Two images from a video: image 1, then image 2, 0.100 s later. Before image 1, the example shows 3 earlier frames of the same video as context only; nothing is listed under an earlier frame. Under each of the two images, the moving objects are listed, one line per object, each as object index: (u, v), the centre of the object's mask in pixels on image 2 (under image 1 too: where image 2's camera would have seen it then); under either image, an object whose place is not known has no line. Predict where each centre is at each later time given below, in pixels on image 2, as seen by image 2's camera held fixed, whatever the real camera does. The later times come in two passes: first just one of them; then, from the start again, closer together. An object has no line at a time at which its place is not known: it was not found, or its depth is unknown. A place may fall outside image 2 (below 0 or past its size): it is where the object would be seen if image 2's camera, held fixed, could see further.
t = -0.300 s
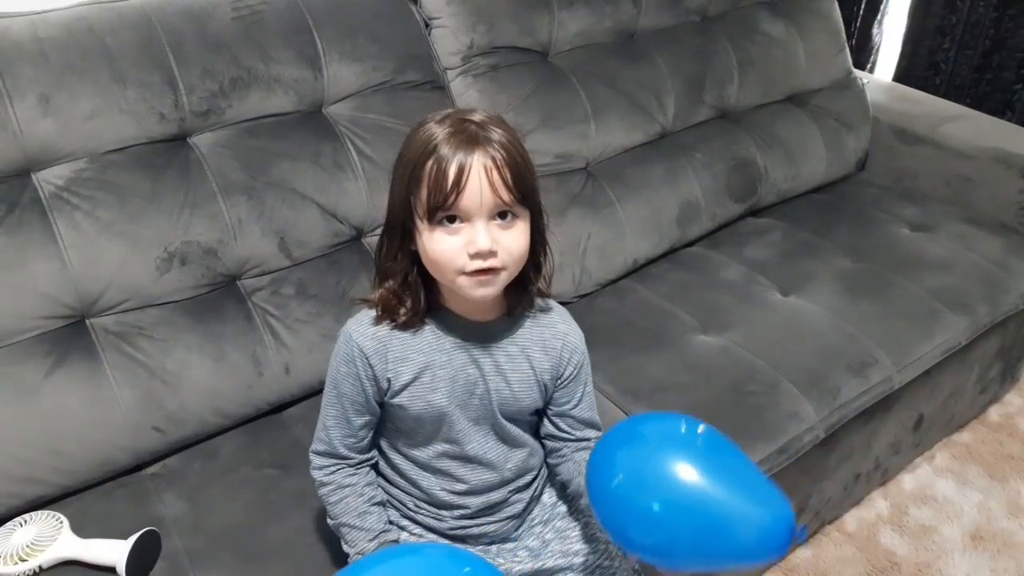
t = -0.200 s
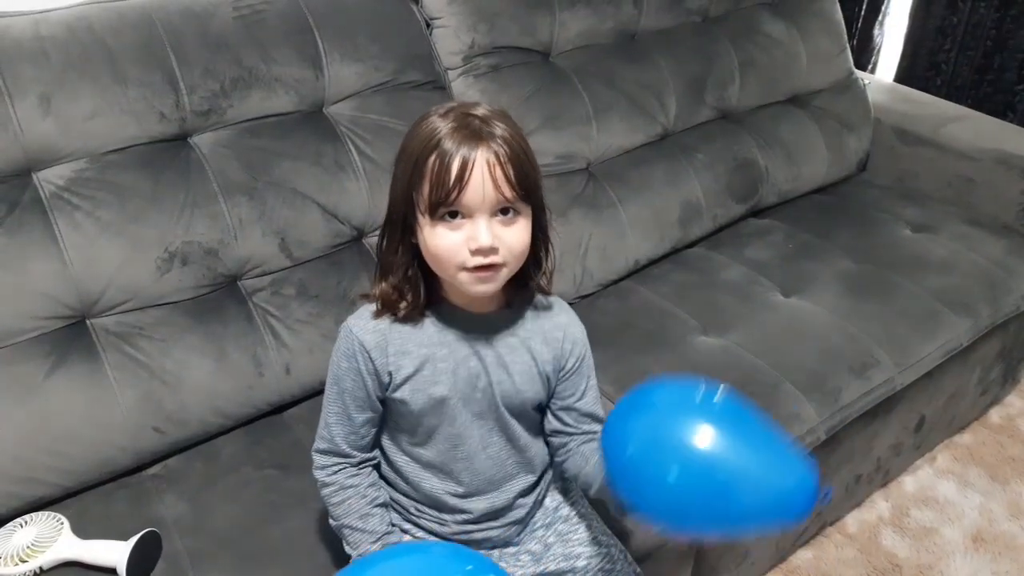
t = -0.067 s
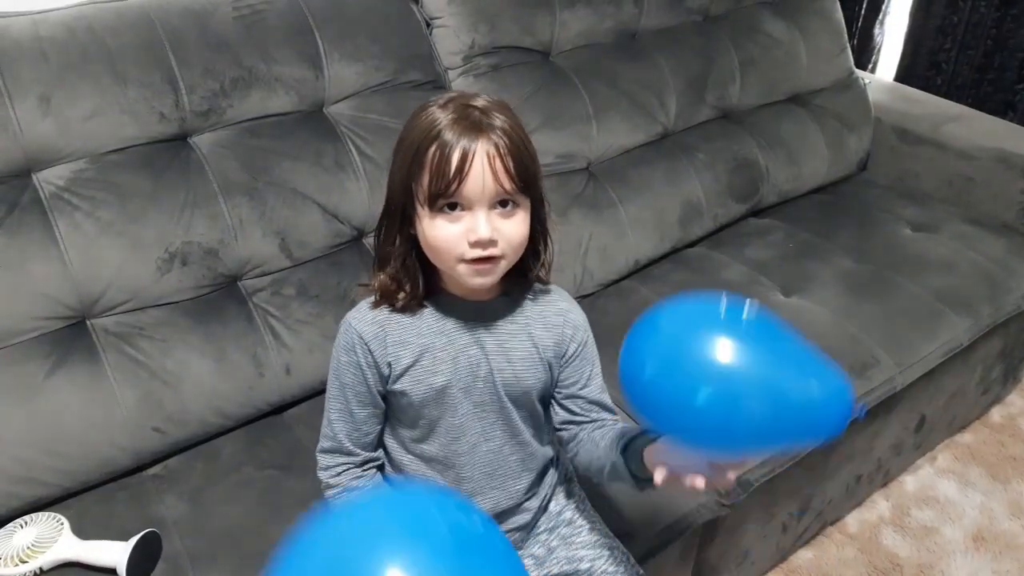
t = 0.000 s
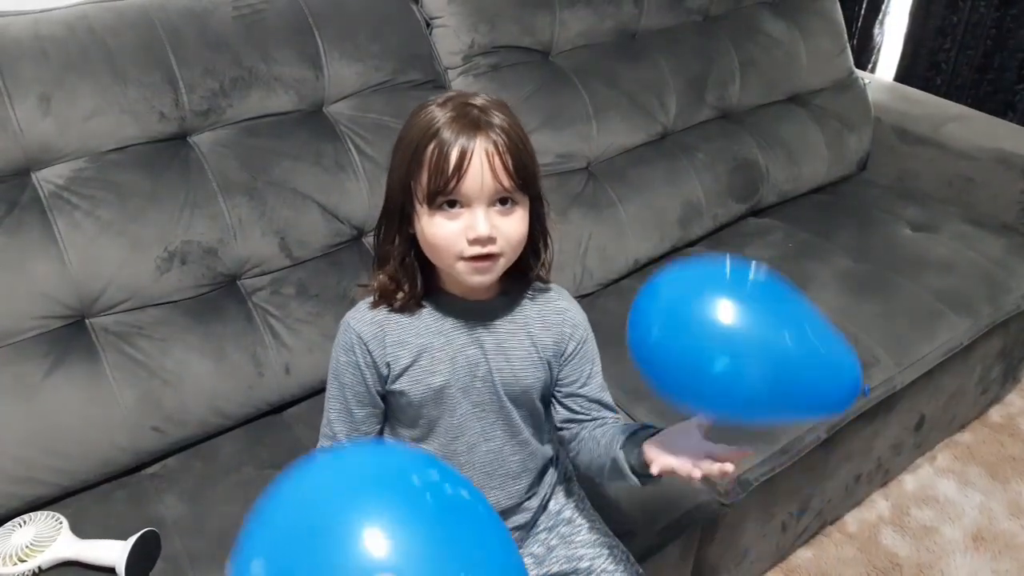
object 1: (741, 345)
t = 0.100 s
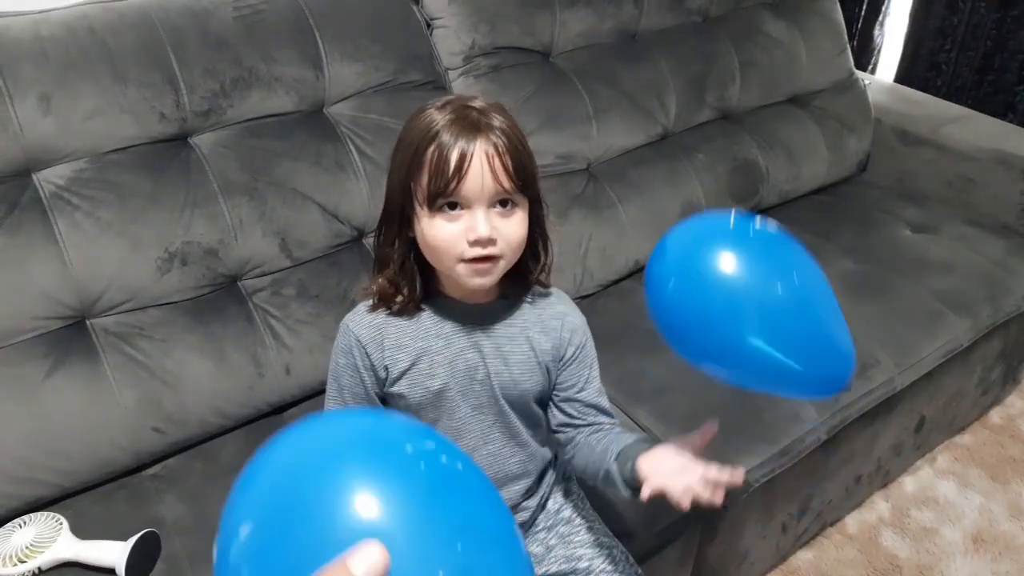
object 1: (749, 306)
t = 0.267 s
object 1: (760, 275)
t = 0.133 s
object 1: (752, 296)
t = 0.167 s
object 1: (755, 288)
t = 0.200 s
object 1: (757, 281)
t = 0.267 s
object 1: (760, 275)
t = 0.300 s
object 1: (762, 275)
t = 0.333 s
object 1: (762, 277)
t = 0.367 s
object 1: (761, 282)
